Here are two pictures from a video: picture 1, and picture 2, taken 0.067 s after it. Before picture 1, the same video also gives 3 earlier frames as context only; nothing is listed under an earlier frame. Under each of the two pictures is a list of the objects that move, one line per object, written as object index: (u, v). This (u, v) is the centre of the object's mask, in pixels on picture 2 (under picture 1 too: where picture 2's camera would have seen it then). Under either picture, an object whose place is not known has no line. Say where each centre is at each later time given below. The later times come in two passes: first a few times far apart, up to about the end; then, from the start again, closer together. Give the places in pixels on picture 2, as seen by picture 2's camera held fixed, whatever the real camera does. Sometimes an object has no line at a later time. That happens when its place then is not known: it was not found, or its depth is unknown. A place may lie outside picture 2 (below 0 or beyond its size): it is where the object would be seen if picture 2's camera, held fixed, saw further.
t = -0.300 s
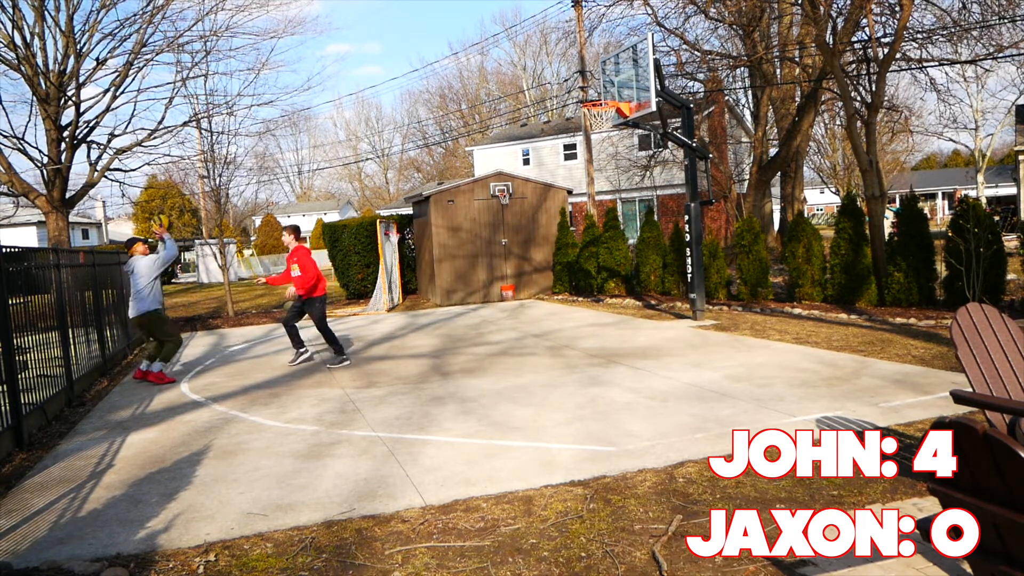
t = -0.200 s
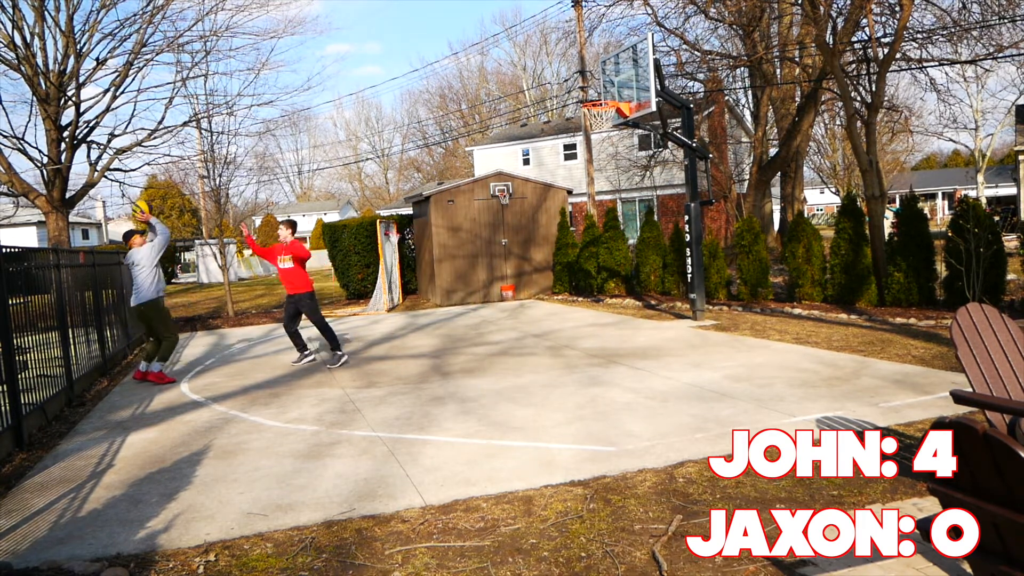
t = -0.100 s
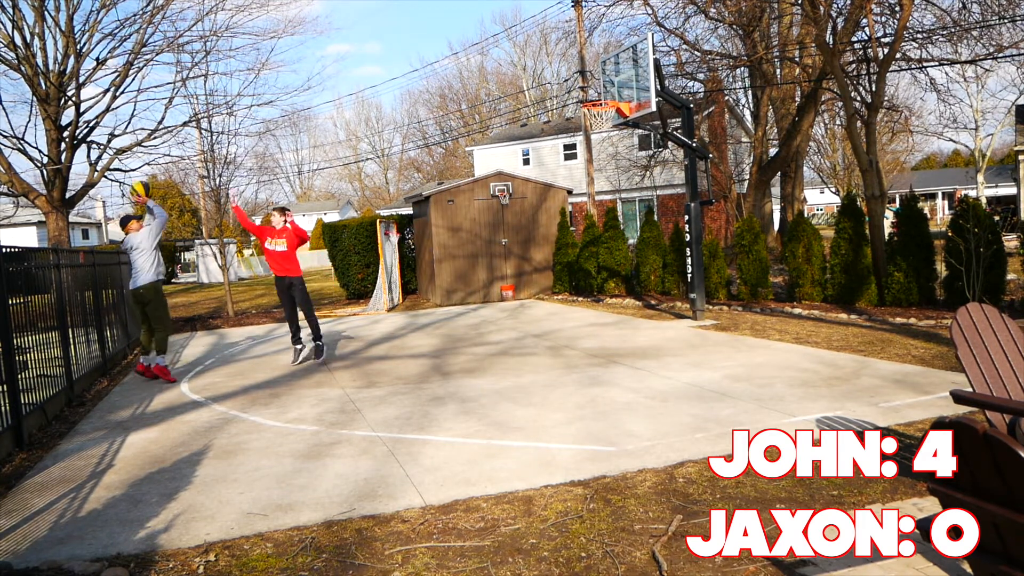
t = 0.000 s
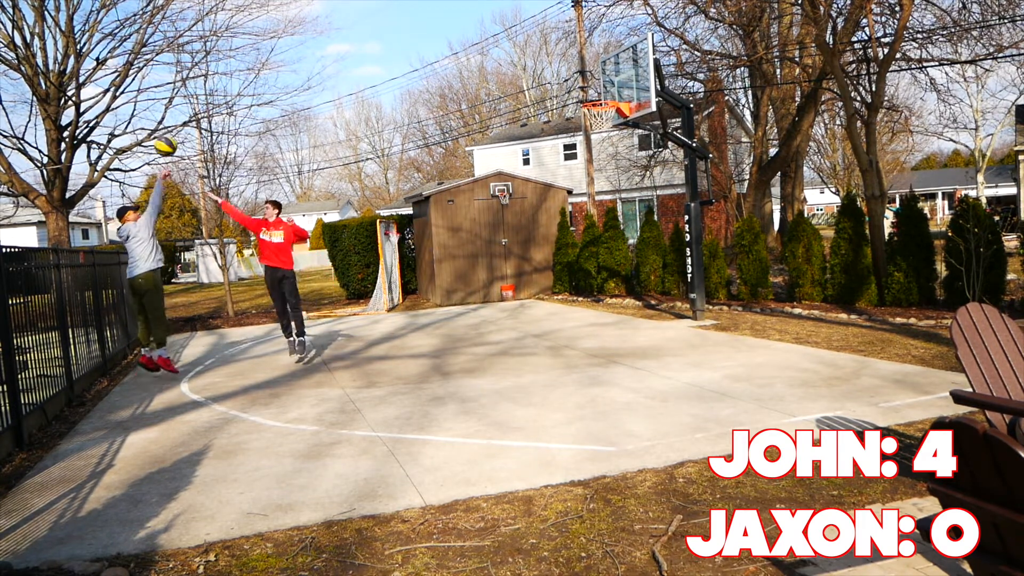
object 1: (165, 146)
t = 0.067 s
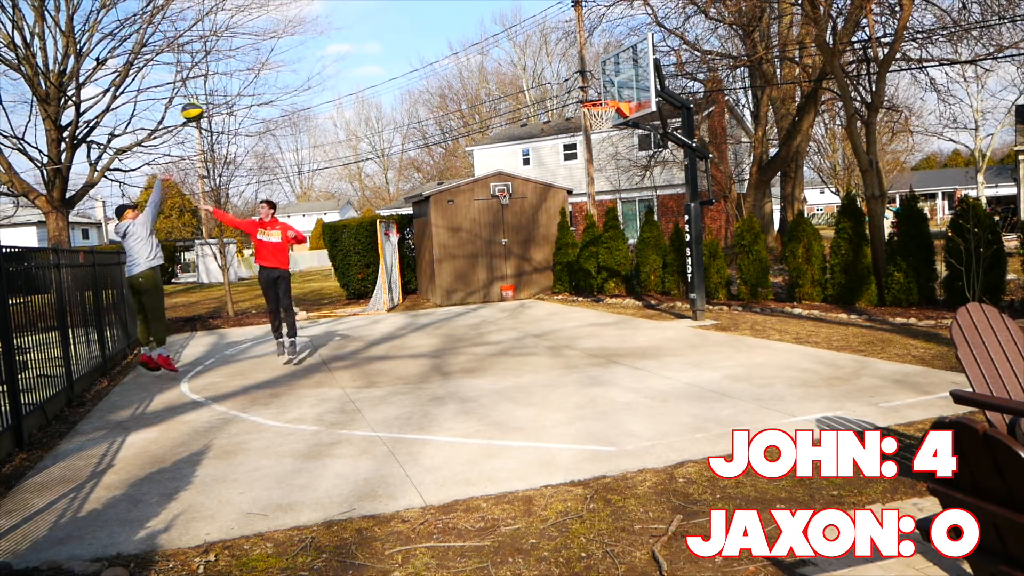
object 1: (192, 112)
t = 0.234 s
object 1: (258, 44)
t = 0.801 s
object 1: (474, 4)
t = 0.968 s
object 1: (533, 34)
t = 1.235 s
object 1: (603, 115)
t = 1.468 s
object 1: (596, 120)
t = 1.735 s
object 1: (605, 162)
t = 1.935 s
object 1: (614, 220)
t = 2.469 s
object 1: (630, 227)
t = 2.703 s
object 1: (634, 201)
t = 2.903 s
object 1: (640, 208)
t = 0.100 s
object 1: (205, 96)
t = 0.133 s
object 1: (218, 82)
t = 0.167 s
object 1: (232, 68)
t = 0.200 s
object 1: (245, 55)
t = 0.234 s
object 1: (258, 44)
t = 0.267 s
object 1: (271, 34)
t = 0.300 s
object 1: (285, 24)
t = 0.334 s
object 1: (298, 16)
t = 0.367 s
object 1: (311, 9)
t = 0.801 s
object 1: (474, 4)
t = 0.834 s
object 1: (486, 7)
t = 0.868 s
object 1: (498, 11)
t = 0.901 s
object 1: (510, 18)
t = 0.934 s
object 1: (521, 26)
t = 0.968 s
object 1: (533, 34)
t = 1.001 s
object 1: (545, 44)
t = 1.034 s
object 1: (556, 54)
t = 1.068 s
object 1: (568, 65)
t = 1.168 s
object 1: (602, 101)
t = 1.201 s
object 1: (603, 110)
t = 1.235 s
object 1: (603, 115)
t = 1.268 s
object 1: (601, 114)
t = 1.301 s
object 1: (598, 113)
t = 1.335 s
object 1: (597, 113)
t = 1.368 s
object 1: (597, 115)
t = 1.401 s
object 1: (596, 116)
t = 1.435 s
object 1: (596, 119)
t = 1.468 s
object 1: (596, 120)
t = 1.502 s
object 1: (597, 124)
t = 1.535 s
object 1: (597, 130)
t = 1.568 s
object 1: (598, 132)
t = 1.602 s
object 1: (599, 136)
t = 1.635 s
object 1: (601, 142)
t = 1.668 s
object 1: (602, 148)
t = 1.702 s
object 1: (603, 154)
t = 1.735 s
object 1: (605, 162)
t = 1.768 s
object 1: (606, 169)
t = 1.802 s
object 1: (607, 179)
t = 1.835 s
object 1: (610, 188)
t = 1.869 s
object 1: (611, 198)
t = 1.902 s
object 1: (613, 208)
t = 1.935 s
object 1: (614, 220)
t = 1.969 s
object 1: (616, 233)
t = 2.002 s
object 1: (618, 246)
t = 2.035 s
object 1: (619, 260)
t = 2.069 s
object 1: (621, 275)
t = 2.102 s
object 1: (623, 290)
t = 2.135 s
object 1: (625, 306)
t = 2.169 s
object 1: (626, 315)
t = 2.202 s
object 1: (626, 301)
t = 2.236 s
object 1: (627, 289)
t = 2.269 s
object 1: (627, 279)
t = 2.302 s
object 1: (627, 268)
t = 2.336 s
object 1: (628, 258)
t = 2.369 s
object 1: (628, 249)
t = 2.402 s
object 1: (629, 240)
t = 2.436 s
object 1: (630, 234)
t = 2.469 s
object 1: (630, 227)
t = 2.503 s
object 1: (630, 221)
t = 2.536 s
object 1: (631, 215)
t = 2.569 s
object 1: (631, 211)
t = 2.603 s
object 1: (632, 207)
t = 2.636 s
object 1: (632, 204)
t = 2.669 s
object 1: (633, 202)
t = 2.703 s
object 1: (634, 201)
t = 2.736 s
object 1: (635, 200)
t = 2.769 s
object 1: (635, 200)
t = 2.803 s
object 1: (636, 201)
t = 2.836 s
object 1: (638, 203)
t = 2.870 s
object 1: (639, 205)
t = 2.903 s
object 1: (640, 208)
